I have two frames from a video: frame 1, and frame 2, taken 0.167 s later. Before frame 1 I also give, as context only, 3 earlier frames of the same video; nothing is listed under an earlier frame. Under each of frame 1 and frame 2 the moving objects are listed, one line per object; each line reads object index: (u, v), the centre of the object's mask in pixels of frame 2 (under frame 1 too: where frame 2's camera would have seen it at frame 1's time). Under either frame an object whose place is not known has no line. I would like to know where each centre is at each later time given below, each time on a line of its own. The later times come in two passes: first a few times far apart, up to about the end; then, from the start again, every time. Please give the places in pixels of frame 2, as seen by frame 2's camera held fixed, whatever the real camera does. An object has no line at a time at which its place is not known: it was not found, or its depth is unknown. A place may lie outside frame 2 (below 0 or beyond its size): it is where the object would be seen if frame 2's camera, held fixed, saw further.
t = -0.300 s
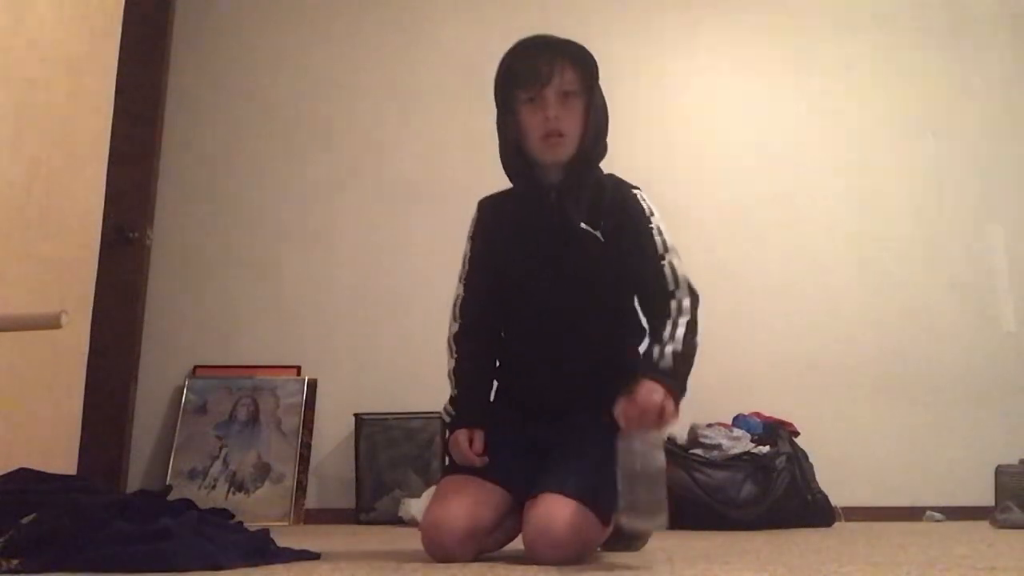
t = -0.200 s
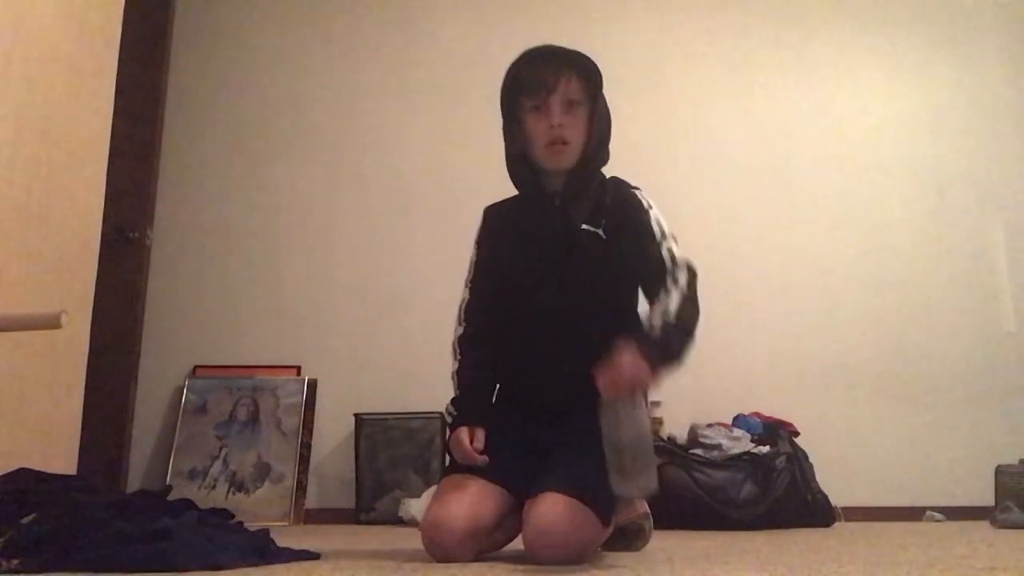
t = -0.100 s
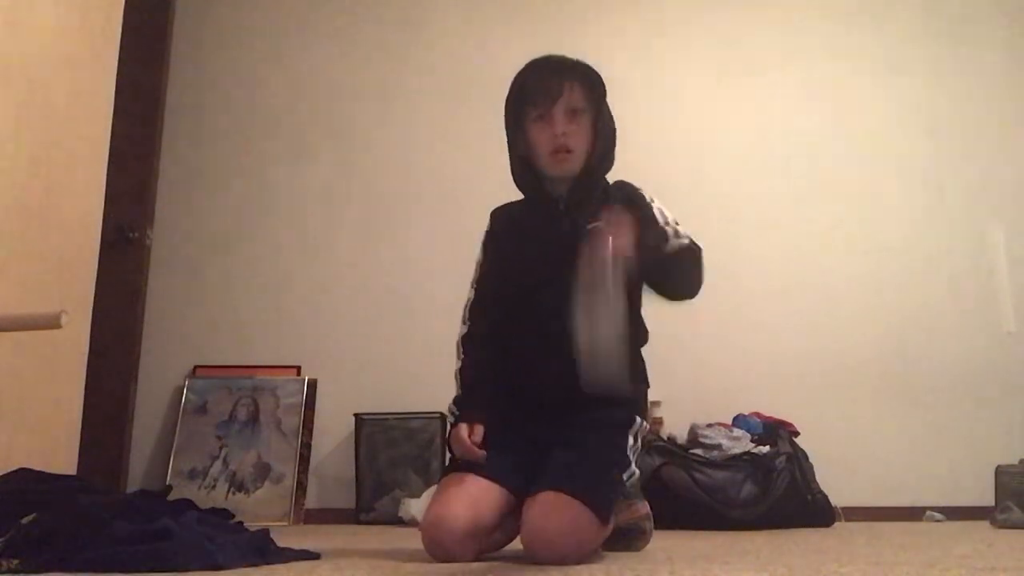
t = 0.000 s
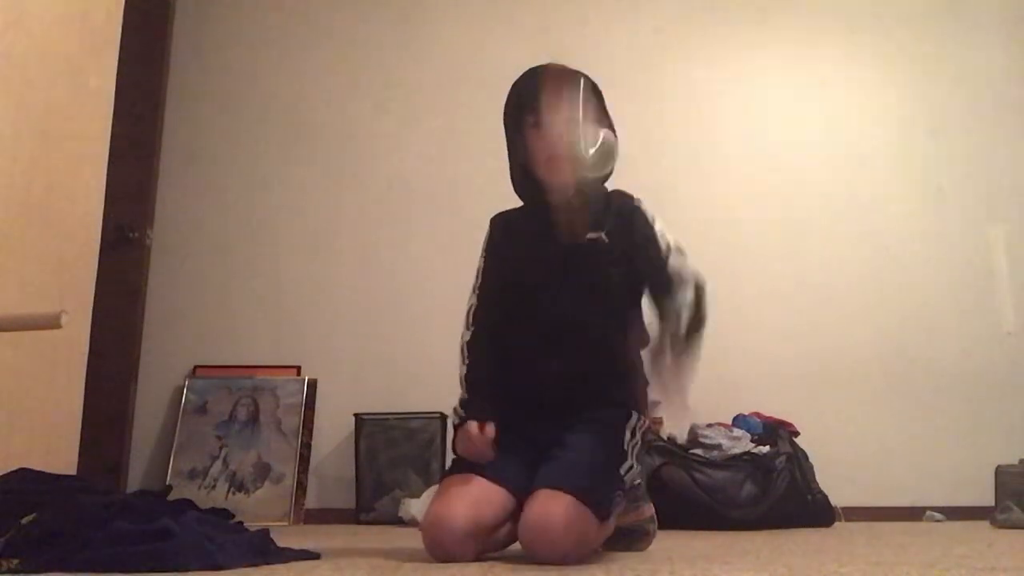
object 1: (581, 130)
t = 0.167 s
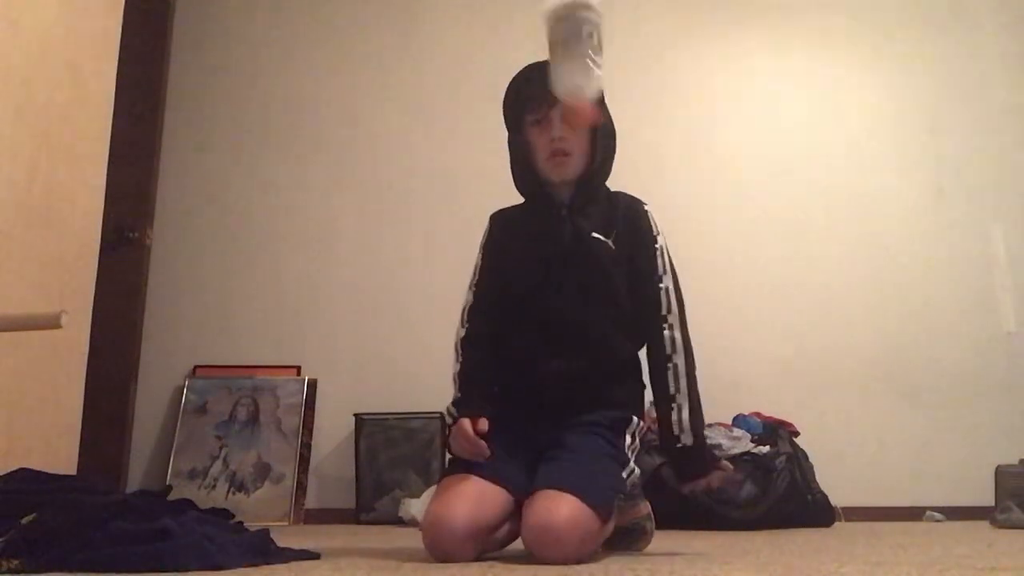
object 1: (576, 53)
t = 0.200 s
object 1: (574, 55)
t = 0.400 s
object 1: (572, 277)
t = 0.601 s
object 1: (633, 515)
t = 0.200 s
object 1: (574, 55)
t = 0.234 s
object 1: (569, 64)
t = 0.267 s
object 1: (572, 91)
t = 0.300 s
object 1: (573, 125)
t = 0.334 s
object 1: (571, 163)
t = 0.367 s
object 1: (572, 219)
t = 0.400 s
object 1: (572, 277)
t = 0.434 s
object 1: (574, 353)
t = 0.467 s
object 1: (575, 417)
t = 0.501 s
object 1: (581, 499)
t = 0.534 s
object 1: (608, 490)
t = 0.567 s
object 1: (626, 505)
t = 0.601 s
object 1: (633, 515)
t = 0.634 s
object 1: (646, 513)
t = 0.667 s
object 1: (660, 514)
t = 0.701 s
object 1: (671, 522)
